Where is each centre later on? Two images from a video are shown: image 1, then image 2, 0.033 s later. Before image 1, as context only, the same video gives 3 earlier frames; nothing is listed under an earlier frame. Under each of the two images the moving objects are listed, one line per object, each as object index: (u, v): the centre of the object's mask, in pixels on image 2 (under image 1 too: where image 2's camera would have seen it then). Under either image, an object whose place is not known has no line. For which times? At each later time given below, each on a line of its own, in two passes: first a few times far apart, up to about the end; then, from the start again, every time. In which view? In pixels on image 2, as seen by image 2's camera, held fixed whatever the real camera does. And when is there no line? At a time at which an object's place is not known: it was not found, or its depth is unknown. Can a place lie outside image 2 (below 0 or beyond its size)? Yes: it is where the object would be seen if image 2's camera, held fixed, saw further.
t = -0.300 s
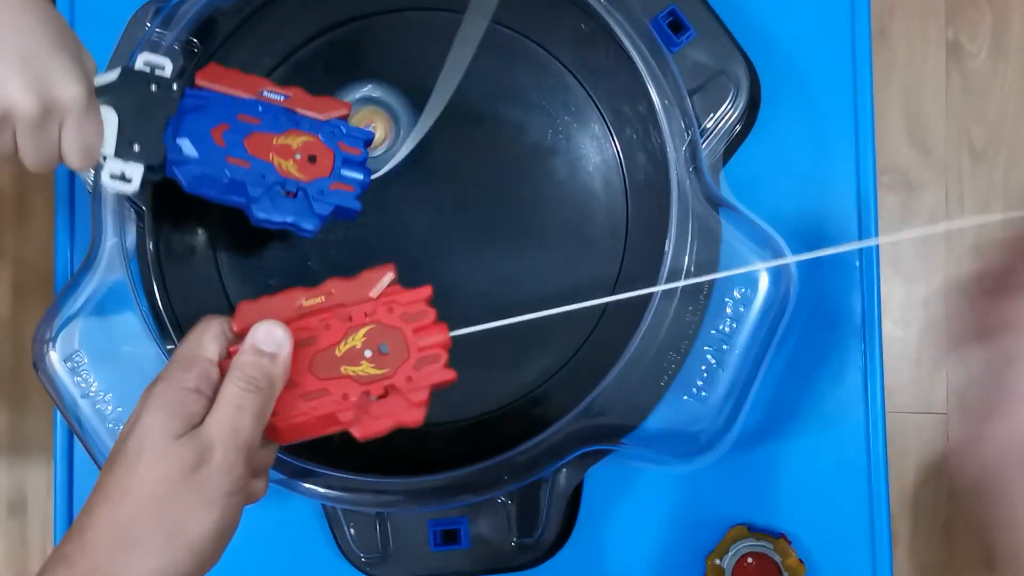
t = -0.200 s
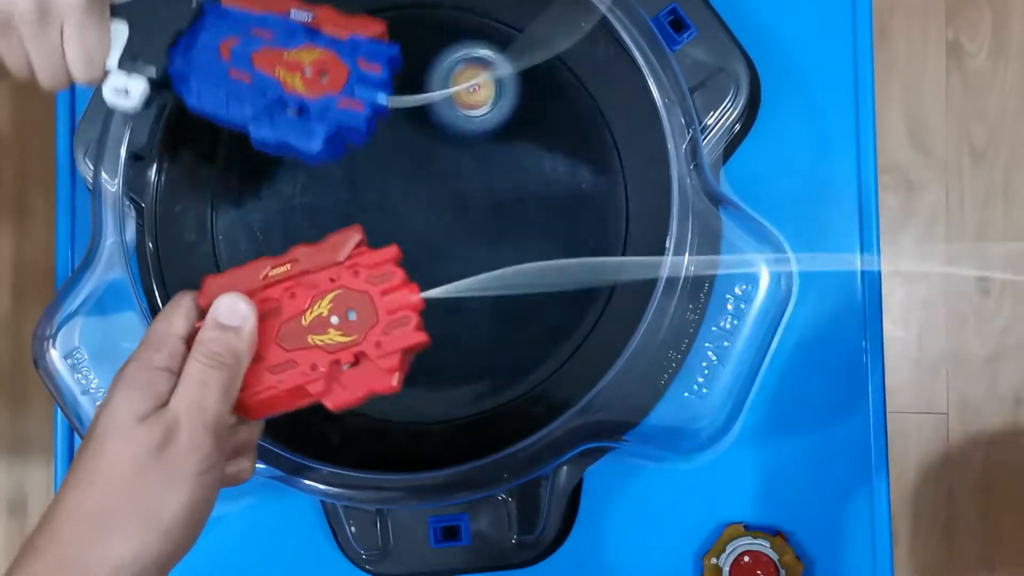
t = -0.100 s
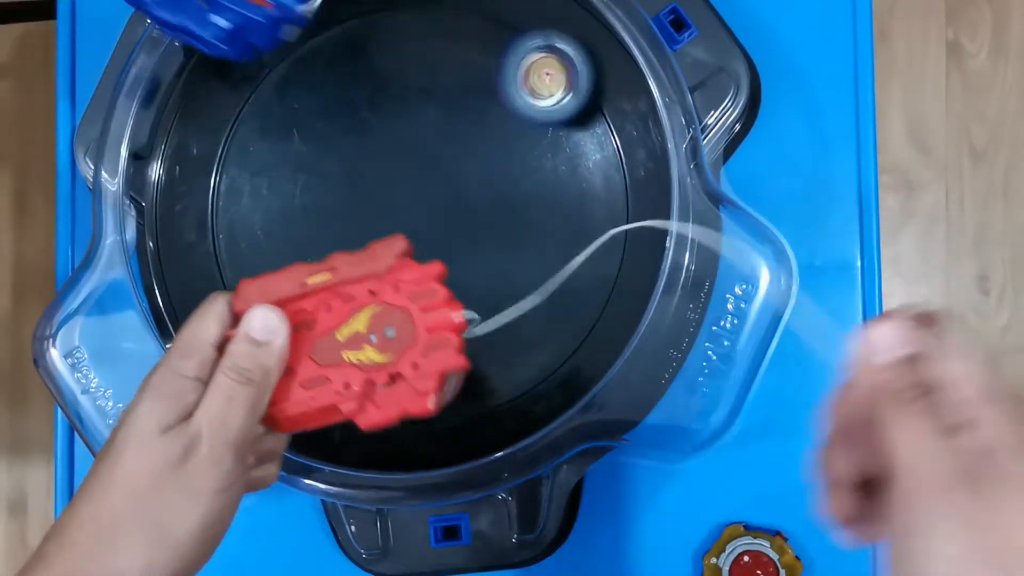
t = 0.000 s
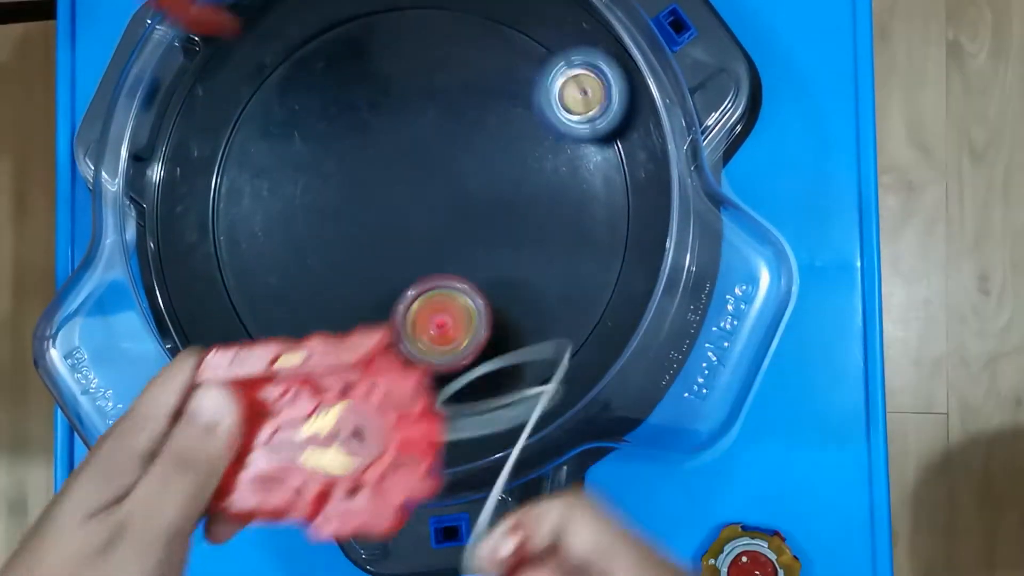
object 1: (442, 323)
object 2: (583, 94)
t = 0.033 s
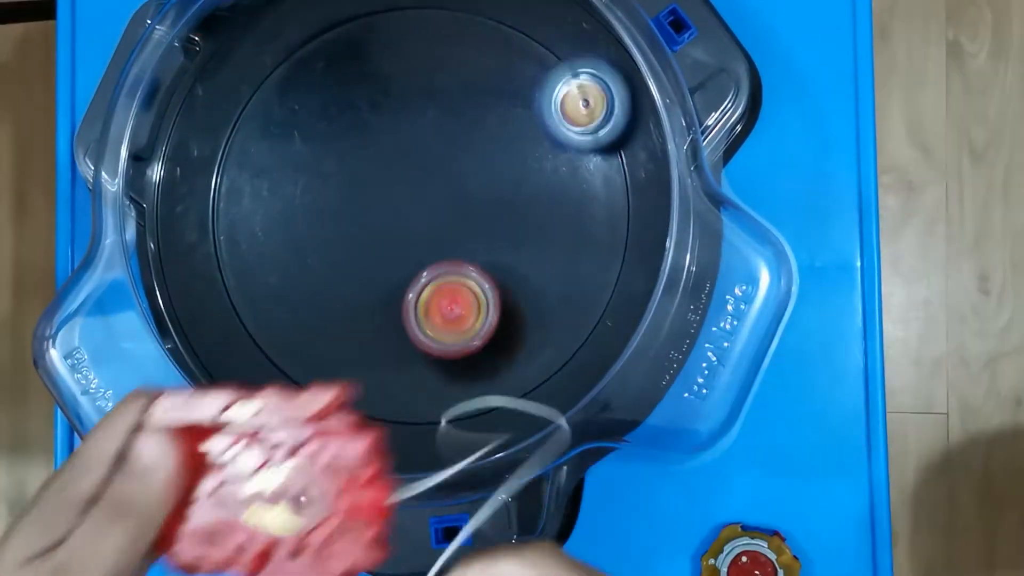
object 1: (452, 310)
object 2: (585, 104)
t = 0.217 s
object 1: (418, 216)
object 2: (542, 178)
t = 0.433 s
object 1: (195, 222)
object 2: (602, 189)
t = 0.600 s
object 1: (207, 263)
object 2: (525, 165)
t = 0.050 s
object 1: (456, 301)
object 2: (585, 110)
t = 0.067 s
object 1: (457, 291)
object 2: (580, 117)
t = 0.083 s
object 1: (460, 283)
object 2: (578, 123)
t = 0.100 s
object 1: (461, 274)
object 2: (574, 130)
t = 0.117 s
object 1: (460, 264)
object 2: (567, 137)
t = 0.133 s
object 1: (459, 255)
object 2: (561, 145)
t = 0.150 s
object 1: (457, 247)
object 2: (554, 153)
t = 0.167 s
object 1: (454, 237)
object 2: (546, 162)
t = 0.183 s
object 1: (450, 227)
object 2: (536, 169)
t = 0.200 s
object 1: (443, 220)
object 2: (530, 175)
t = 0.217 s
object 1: (418, 216)
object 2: (542, 178)
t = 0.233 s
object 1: (393, 212)
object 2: (555, 180)
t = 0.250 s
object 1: (368, 209)
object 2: (566, 182)
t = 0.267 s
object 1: (344, 207)
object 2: (575, 183)
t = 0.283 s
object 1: (320, 206)
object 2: (584, 185)
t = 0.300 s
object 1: (298, 206)
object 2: (590, 186)
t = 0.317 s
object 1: (276, 206)
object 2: (597, 188)
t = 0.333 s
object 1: (256, 206)
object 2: (601, 189)
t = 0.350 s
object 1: (239, 208)
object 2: (604, 190)
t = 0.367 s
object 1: (222, 210)
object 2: (605, 190)
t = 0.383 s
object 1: (208, 213)
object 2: (606, 191)
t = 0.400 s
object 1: (201, 216)
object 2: (606, 191)
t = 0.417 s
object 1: (197, 218)
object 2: (605, 190)
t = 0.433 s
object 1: (195, 222)
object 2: (602, 189)
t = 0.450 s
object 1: (195, 225)
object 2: (600, 186)
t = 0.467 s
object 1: (194, 229)
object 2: (596, 184)
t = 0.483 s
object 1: (193, 233)
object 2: (590, 183)
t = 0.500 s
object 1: (192, 237)
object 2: (583, 181)
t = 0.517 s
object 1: (194, 241)
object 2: (576, 179)
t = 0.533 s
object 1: (195, 245)
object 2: (568, 176)
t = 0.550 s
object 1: (198, 249)
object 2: (558, 174)
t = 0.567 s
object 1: (201, 254)
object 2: (547, 171)
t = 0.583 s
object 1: (204, 259)
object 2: (537, 169)
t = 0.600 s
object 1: (207, 263)
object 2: (525, 165)
